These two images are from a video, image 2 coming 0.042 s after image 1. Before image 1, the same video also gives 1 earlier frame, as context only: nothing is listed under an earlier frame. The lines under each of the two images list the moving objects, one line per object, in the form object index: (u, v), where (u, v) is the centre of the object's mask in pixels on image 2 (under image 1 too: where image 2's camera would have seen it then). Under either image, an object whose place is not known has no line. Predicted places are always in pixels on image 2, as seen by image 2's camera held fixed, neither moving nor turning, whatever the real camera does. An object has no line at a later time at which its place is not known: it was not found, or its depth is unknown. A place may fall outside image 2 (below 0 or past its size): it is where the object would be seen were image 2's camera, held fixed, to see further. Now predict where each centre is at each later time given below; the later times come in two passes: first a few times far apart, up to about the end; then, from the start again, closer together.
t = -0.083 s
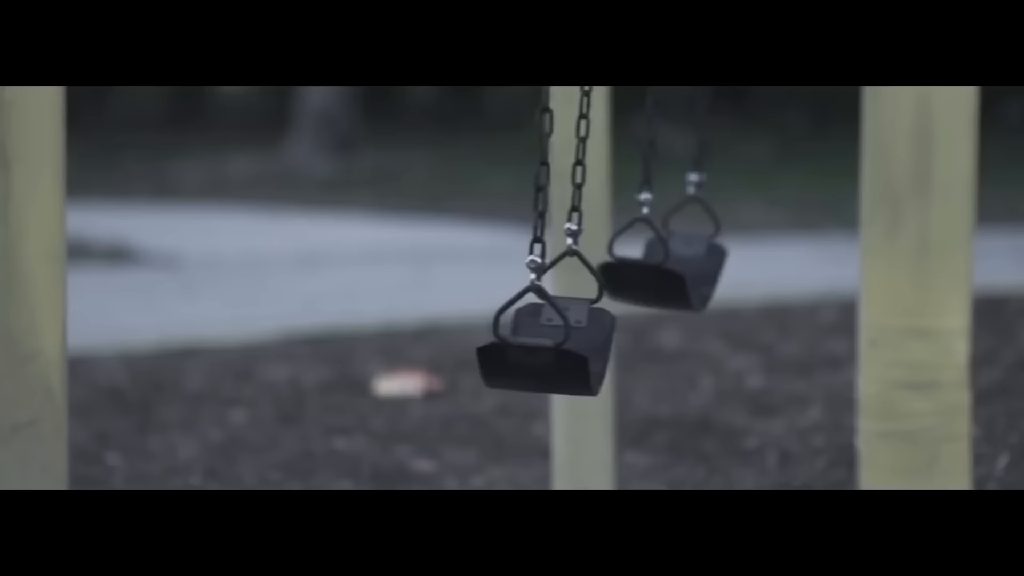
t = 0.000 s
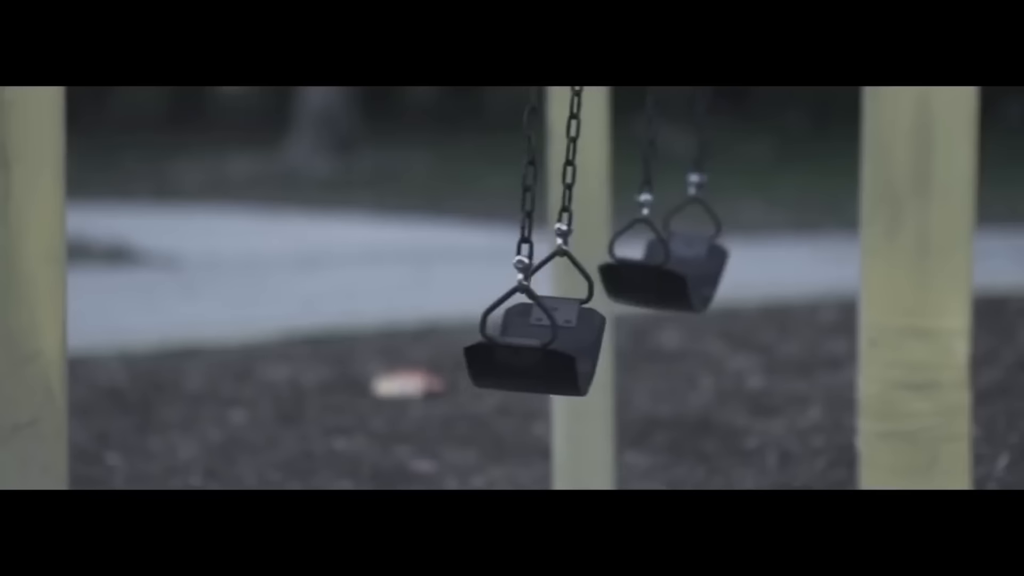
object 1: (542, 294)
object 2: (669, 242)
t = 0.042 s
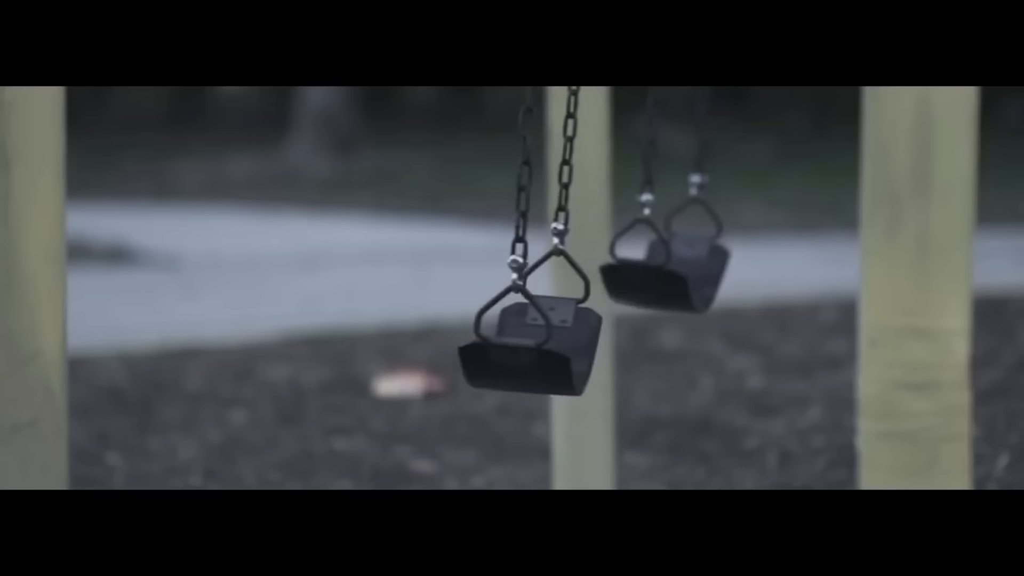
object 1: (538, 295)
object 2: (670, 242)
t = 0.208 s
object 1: (531, 296)
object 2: (686, 244)
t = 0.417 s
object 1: (550, 298)
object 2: (721, 247)
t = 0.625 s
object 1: (590, 309)
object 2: (764, 248)
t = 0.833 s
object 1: (644, 308)
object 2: (802, 246)
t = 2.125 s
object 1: (598, 296)
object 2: (693, 239)
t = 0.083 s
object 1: (534, 295)
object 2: (673, 242)
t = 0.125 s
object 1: (532, 296)
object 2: (677, 242)
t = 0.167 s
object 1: (531, 296)
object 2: (681, 244)
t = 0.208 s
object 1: (531, 296)
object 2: (686, 244)
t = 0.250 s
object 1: (532, 296)
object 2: (691, 244)
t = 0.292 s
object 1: (534, 297)
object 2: (698, 246)
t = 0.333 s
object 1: (538, 298)
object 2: (705, 247)
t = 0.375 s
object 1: (543, 298)
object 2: (713, 247)
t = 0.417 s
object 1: (550, 298)
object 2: (721, 247)
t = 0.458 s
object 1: (554, 304)
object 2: (729, 247)
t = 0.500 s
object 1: (562, 305)
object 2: (738, 247)
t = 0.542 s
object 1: (570, 307)
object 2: (747, 247)
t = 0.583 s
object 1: (580, 308)
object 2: (756, 249)
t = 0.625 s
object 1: (590, 309)
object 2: (764, 248)
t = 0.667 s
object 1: (601, 309)
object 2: (772, 250)
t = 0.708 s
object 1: (610, 310)
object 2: (781, 253)
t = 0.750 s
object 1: (621, 309)
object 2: (789, 247)
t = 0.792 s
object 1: (632, 309)
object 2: (796, 246)
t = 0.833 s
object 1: (644, 308)
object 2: (802, 246)
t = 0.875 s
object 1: (653, 309)
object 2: (807, 243)
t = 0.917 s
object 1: (664, 308)
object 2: (810, 240)
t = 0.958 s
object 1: (674, 307)
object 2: (811, 242)
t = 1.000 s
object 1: (682, 305)
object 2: (814, 241)
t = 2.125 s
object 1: (598, 296)
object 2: (693, 239)
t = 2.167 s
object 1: (591, 298)
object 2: (685, 240)
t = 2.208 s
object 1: (583, 296)
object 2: (681, 239)
